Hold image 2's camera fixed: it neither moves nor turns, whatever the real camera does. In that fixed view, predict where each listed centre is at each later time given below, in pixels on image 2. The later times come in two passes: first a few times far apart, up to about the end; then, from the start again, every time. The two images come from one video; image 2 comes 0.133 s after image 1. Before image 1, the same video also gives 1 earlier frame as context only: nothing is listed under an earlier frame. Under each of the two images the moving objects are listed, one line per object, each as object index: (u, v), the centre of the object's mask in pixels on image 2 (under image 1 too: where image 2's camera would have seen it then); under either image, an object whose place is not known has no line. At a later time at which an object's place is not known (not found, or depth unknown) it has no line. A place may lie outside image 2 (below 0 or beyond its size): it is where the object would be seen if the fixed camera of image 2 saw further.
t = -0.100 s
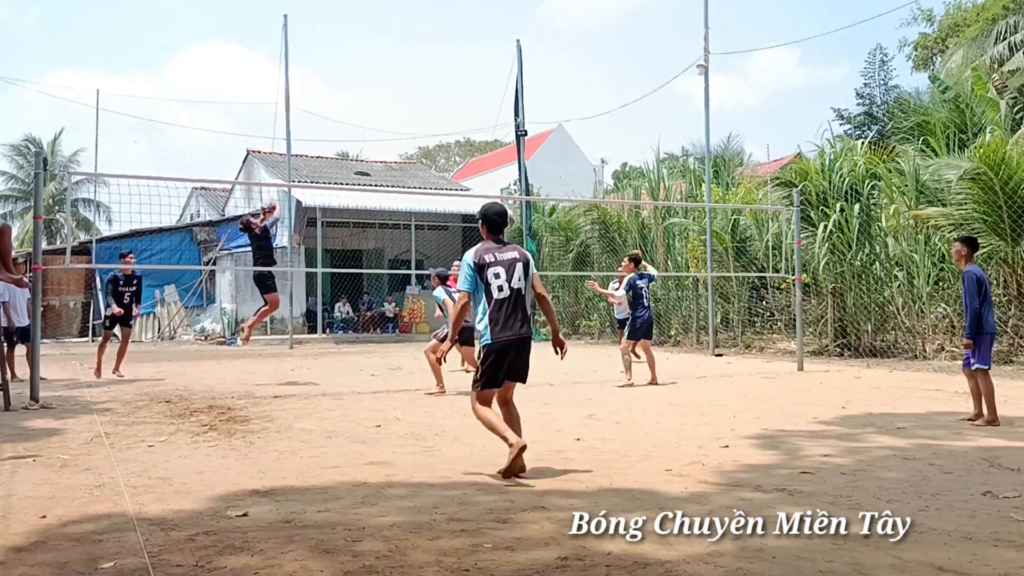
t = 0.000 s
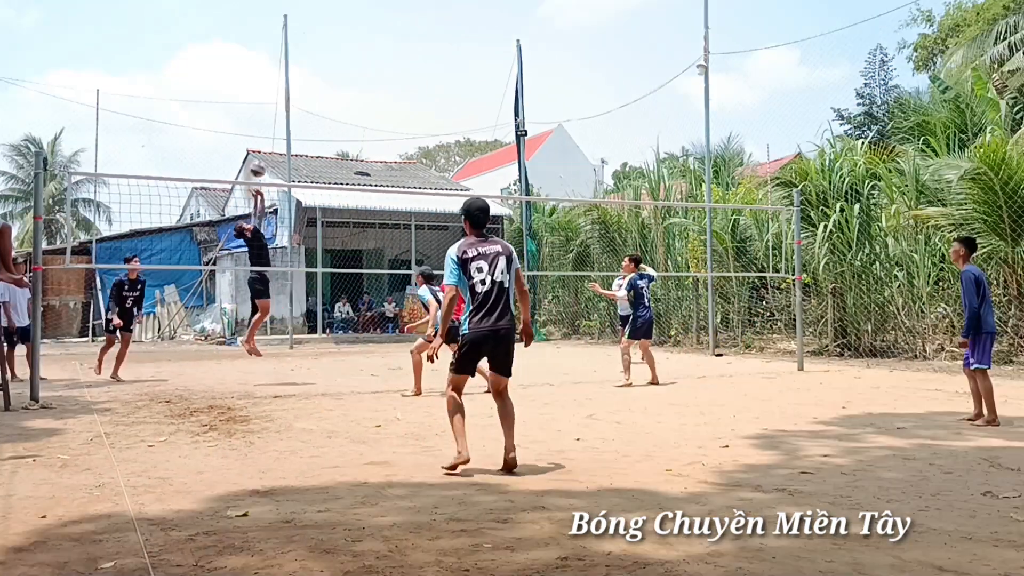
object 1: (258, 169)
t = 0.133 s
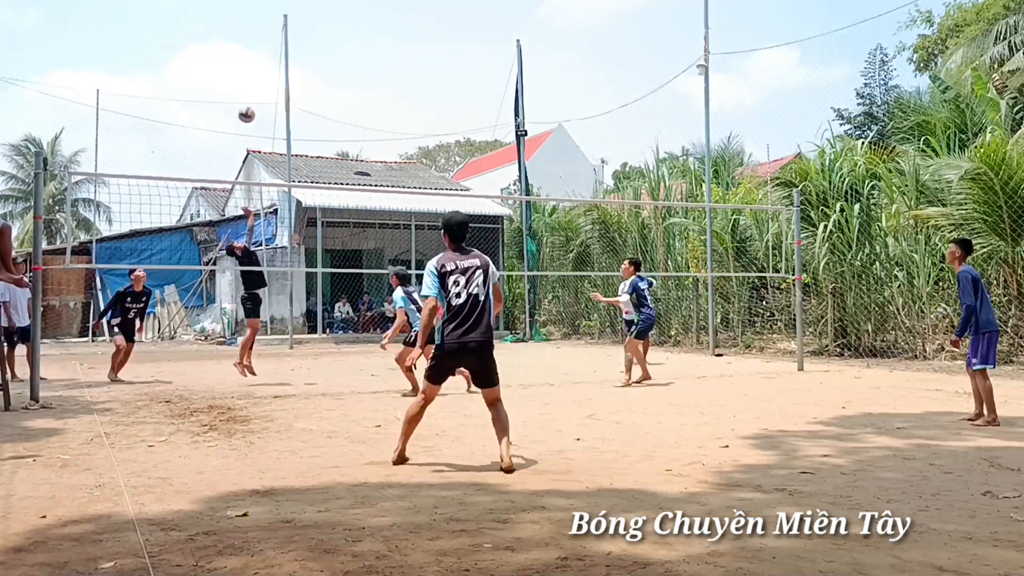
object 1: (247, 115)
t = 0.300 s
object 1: (232, 65)
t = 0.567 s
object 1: (209, 29)
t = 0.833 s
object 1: (186, 49)
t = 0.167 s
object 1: (244, 103)
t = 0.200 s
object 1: (241, 93)
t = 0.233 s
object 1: (238, 83)
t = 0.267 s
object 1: (235, 73)
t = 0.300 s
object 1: (232, 65)
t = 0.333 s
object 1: (229, 57)
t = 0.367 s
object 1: (226, 51)
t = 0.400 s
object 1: (223, 45)
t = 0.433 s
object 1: (221, 40)
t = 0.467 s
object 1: (218, 37)
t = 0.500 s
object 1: (215, 33)
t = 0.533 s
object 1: (212, 30)
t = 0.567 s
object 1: (209, 29)
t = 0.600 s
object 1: (206, 28)
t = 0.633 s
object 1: (203, 29)
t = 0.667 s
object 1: (201, 29)
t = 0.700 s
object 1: (198, 32)
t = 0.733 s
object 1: (195, 35)
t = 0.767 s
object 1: (192, 38)
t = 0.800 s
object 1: (189, 43)
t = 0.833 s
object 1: (186, 49)
